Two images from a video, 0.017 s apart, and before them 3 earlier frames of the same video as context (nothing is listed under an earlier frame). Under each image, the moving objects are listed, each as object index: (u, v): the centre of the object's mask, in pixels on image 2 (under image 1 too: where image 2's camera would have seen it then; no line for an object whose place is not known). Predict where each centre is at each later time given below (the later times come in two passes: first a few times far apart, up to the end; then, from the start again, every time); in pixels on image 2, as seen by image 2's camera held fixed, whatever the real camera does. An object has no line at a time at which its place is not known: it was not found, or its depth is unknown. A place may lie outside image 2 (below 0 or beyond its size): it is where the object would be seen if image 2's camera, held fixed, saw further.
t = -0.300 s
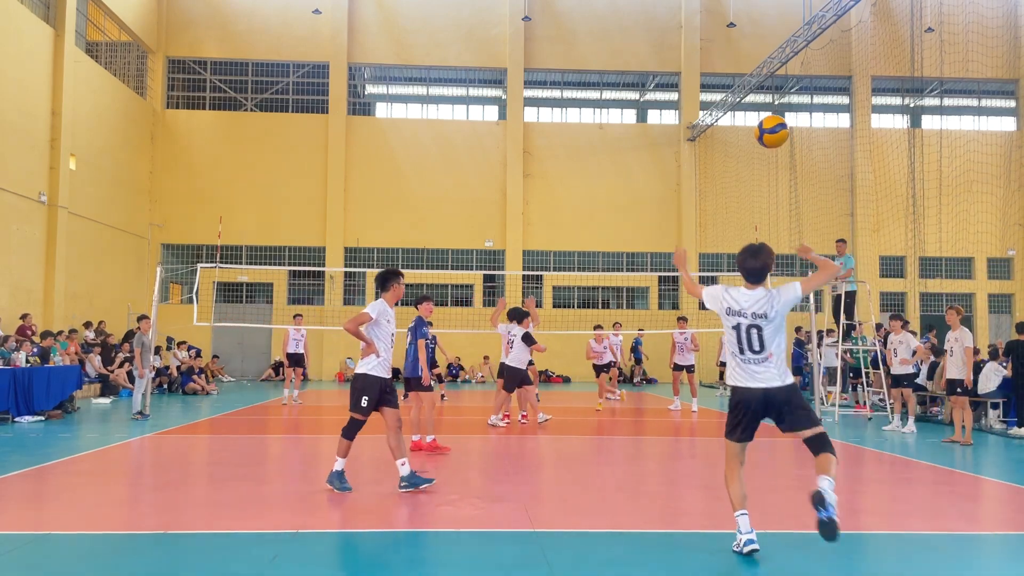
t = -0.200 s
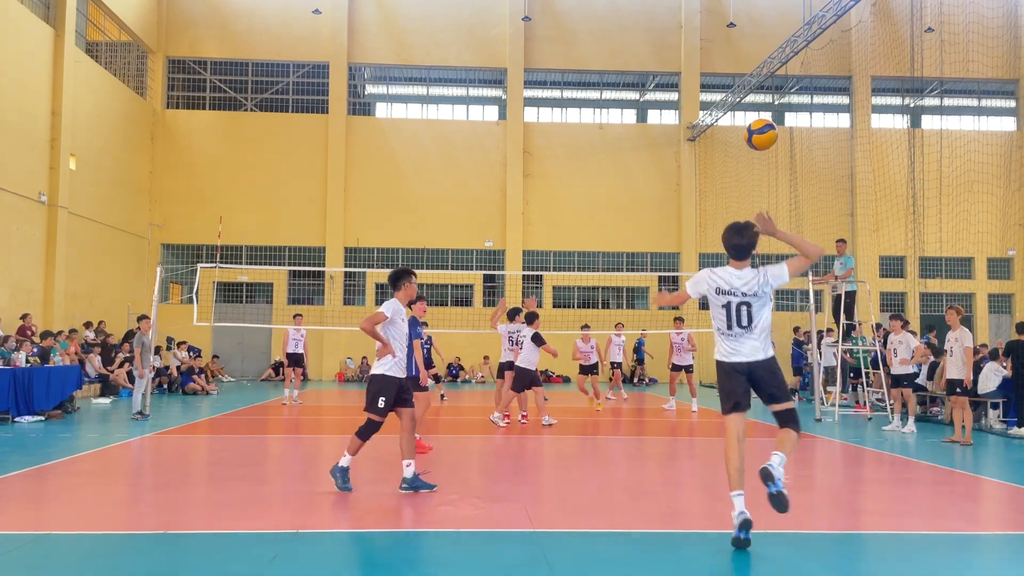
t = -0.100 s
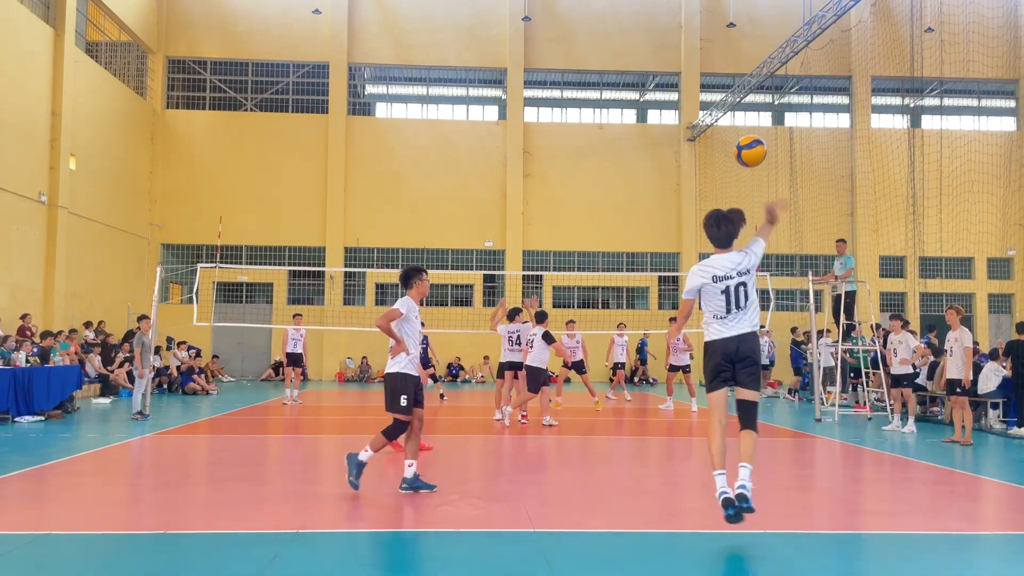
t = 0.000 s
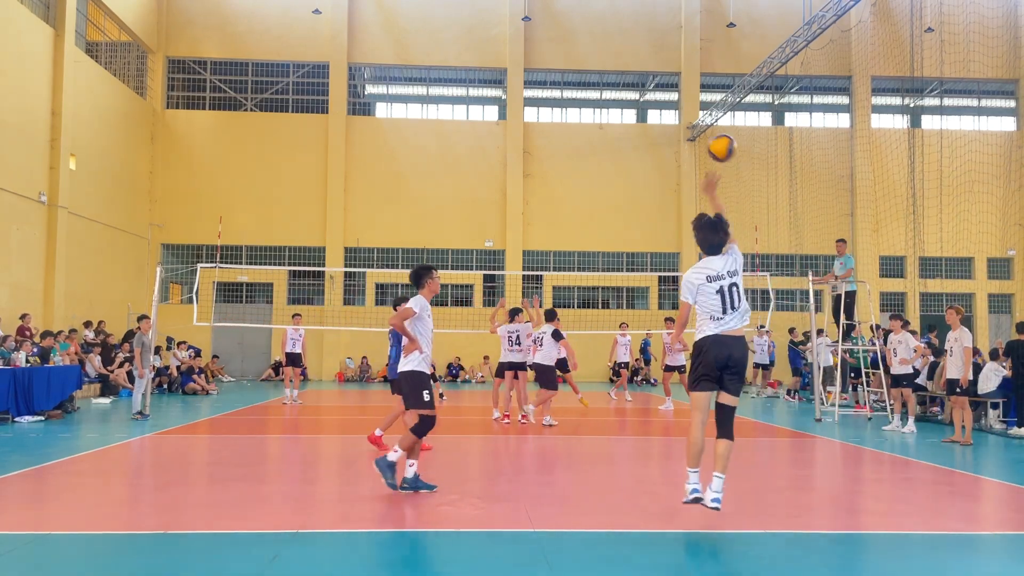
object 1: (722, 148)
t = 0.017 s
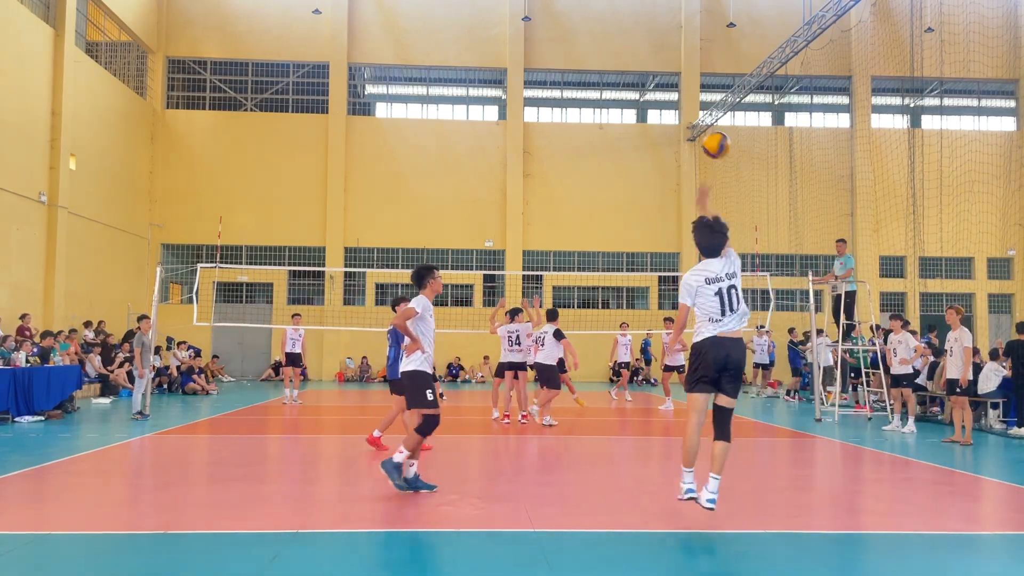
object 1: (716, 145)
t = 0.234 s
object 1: (665, 136)
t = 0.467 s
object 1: (635, 165)
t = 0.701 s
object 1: (619, 211)
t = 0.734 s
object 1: (617, 219)
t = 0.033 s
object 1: (710, 142)
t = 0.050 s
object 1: (704, 140)
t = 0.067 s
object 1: (700, 138)
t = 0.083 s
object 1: (696, 137)
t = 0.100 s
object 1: (692, 135)
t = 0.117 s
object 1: (688, 135)
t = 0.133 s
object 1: (684, 134)
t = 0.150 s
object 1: (680, 134)
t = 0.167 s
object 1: (677, 134)
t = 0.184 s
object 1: (674, 134)
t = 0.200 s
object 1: (671, 135)
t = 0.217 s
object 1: (668, 135)
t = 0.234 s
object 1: (665, 136)
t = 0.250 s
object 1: (662, 137)
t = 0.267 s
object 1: (660, 139)
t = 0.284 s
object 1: (658, 140)
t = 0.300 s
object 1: (655, 142)
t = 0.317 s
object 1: (652, 144)
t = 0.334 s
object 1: (650, 146)
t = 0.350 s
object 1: (648, 148)
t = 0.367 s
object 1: (646, 150)
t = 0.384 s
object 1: (644, 152)
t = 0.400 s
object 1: (642, 155)
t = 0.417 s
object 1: (640, 157)
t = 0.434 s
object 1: (638, 160)
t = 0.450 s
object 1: (637, 163)
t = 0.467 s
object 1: (635, 165)
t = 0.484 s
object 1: (634, 168)
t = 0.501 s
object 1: (633, 171)
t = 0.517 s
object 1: (631, 174)
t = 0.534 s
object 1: (630, 177)
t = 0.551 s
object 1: (629, 180)
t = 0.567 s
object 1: (628, 183)
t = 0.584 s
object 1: (626, 187)
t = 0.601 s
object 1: (625, 190)
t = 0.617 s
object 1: (624, 194)
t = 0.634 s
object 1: (623, 197)
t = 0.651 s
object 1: (622, 201)
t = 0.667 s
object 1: (621, 204)
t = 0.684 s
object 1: (620, 208)
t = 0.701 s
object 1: (619, 211)
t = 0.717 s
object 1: (618, 215)
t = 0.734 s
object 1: (617, 219)
